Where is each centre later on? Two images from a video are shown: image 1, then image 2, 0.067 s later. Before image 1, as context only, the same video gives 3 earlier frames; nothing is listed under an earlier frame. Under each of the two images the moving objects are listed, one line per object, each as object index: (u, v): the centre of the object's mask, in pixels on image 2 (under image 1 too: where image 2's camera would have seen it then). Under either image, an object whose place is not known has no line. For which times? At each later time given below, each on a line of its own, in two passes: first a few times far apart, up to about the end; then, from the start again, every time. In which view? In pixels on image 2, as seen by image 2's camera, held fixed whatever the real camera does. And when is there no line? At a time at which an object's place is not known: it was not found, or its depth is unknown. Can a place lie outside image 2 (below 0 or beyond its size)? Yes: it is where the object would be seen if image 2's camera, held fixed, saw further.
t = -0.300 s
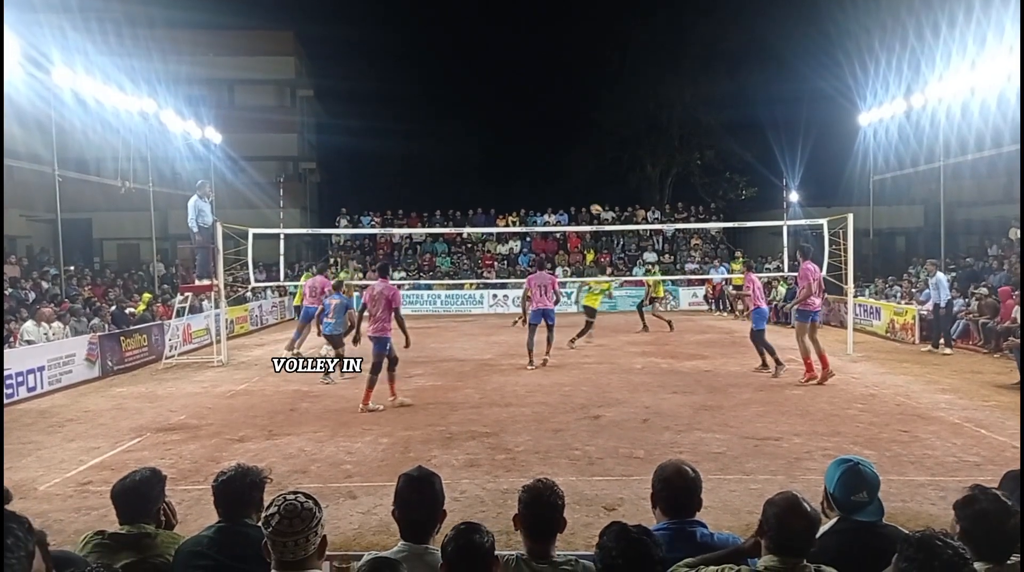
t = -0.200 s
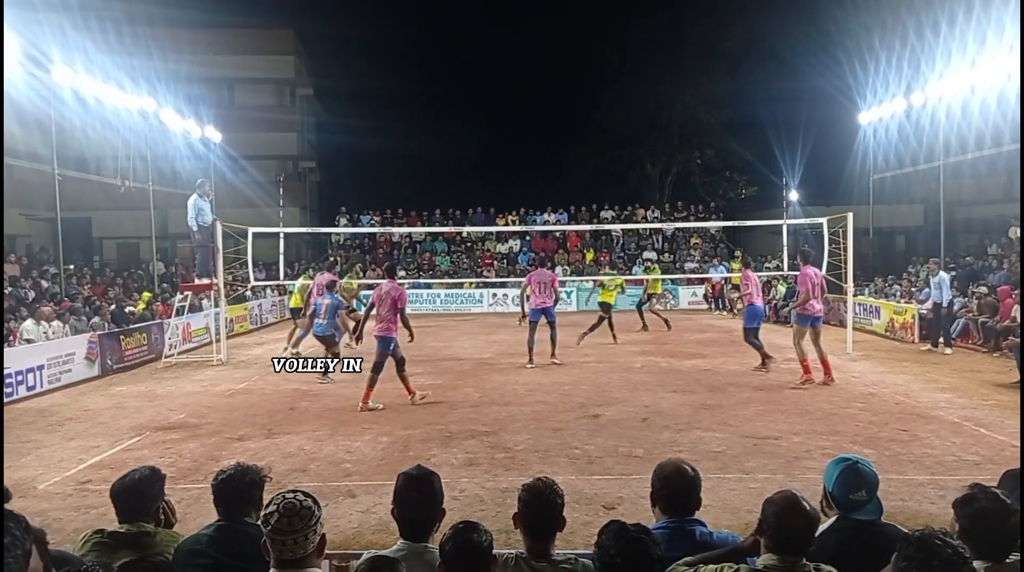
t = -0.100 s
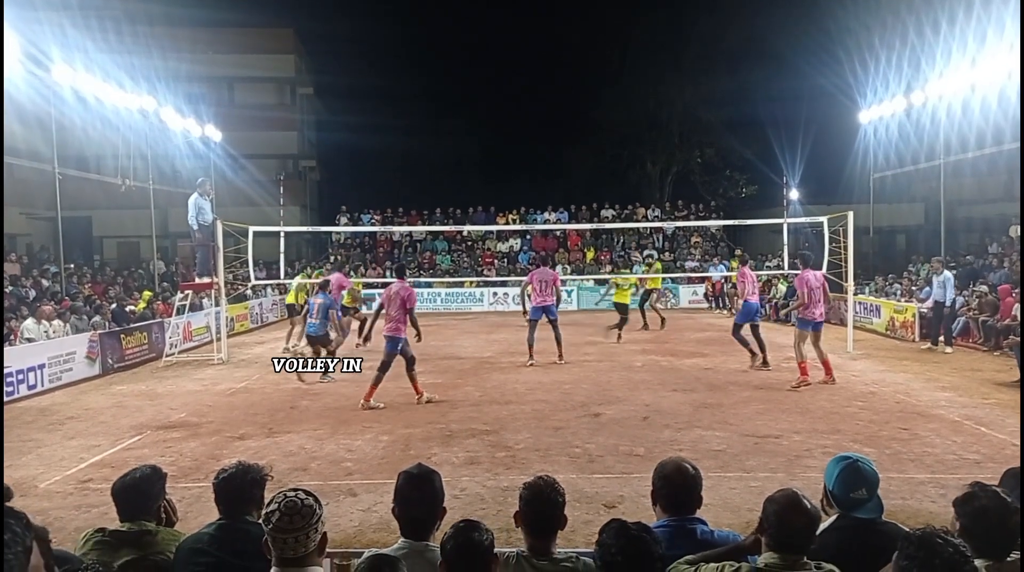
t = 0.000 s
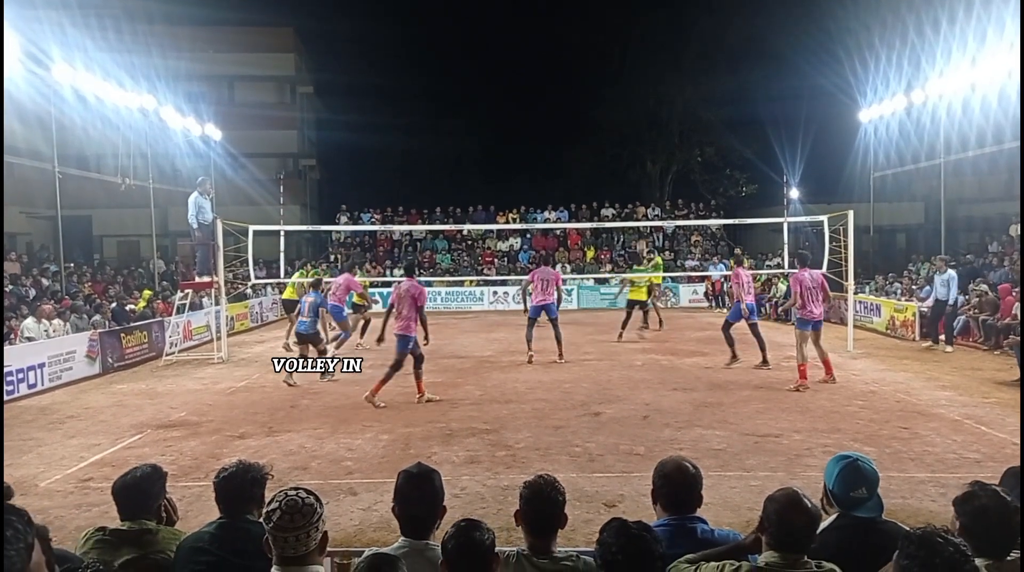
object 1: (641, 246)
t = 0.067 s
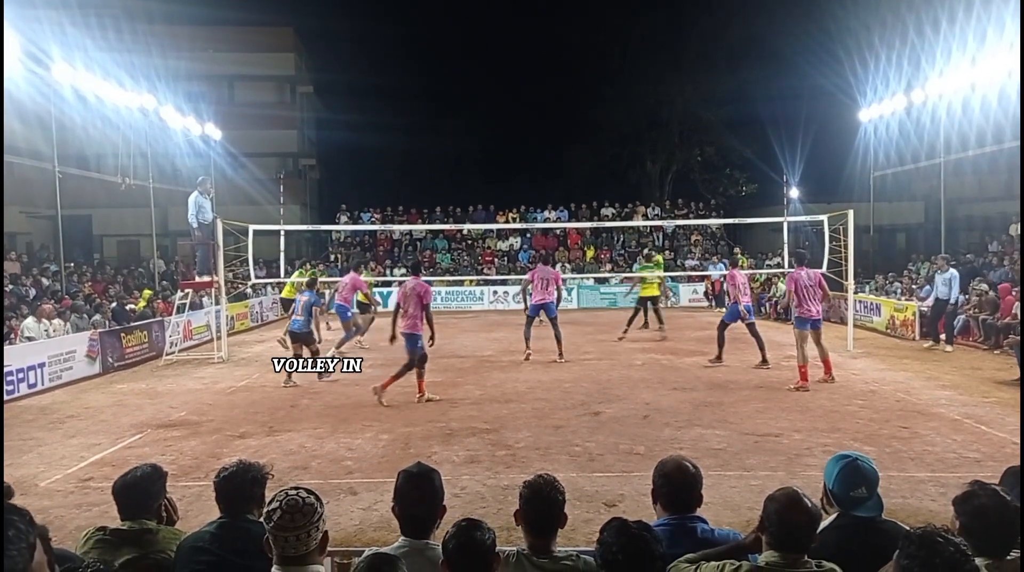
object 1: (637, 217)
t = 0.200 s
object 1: (631, 178)
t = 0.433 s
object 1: (621, 120)
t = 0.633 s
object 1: (612, 88)
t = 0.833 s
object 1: (605, 74)
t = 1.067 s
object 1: (596, 80)
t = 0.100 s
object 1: (636, 210)
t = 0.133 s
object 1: (634, 199)
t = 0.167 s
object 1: (632, 188)
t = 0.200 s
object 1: (631, 178)
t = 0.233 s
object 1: (629, 169)
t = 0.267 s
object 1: (628, 160)
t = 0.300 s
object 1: (626, 151)
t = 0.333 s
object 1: (625, 142)
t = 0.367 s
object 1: (624, 134)
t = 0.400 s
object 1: (622, 127)
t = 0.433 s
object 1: (621, 120)
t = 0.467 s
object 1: (619, 114)
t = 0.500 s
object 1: (618, 107)
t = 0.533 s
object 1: (616, 102)
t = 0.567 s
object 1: (615, 97)
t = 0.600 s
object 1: (614, 92)
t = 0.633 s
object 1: (612, 88)
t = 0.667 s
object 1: (611, 84)
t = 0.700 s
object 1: (610, 81)
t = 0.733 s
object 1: (609, 79)
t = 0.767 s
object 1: (608, 76)
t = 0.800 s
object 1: (607, 75)
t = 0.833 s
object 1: (605, 74)
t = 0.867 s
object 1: (604, 73)
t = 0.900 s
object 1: (602, 73)
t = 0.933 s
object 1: (601, 74)
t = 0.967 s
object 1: (600, 75)
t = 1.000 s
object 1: (599, 76)
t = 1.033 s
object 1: (598, 77)
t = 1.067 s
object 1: (596, 80)
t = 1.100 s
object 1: (595, 83)
